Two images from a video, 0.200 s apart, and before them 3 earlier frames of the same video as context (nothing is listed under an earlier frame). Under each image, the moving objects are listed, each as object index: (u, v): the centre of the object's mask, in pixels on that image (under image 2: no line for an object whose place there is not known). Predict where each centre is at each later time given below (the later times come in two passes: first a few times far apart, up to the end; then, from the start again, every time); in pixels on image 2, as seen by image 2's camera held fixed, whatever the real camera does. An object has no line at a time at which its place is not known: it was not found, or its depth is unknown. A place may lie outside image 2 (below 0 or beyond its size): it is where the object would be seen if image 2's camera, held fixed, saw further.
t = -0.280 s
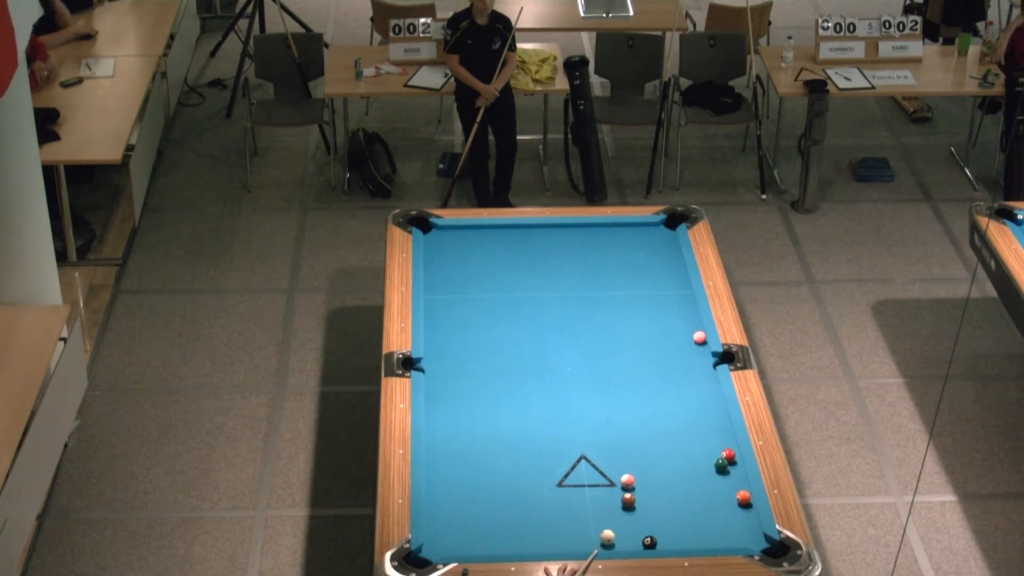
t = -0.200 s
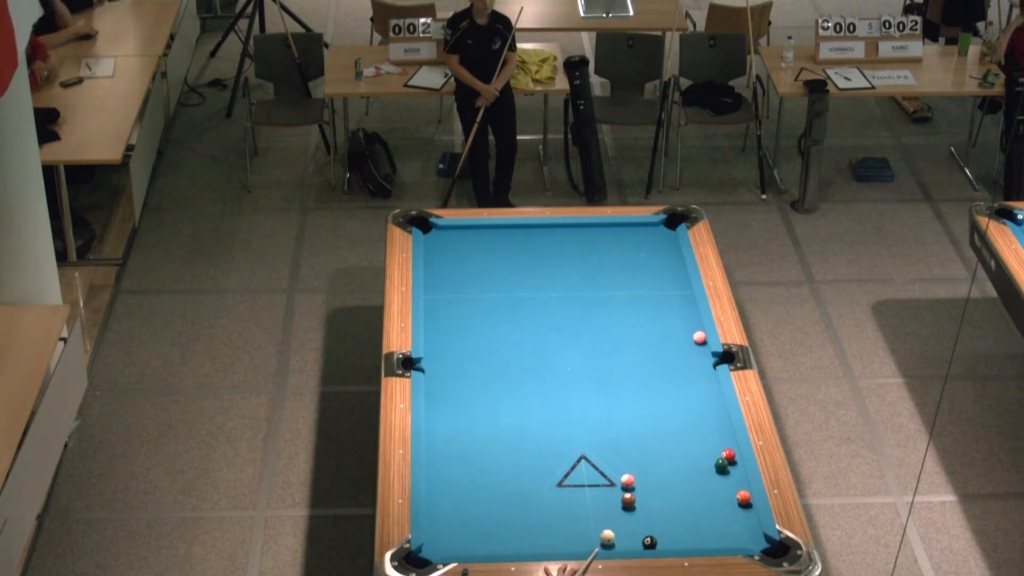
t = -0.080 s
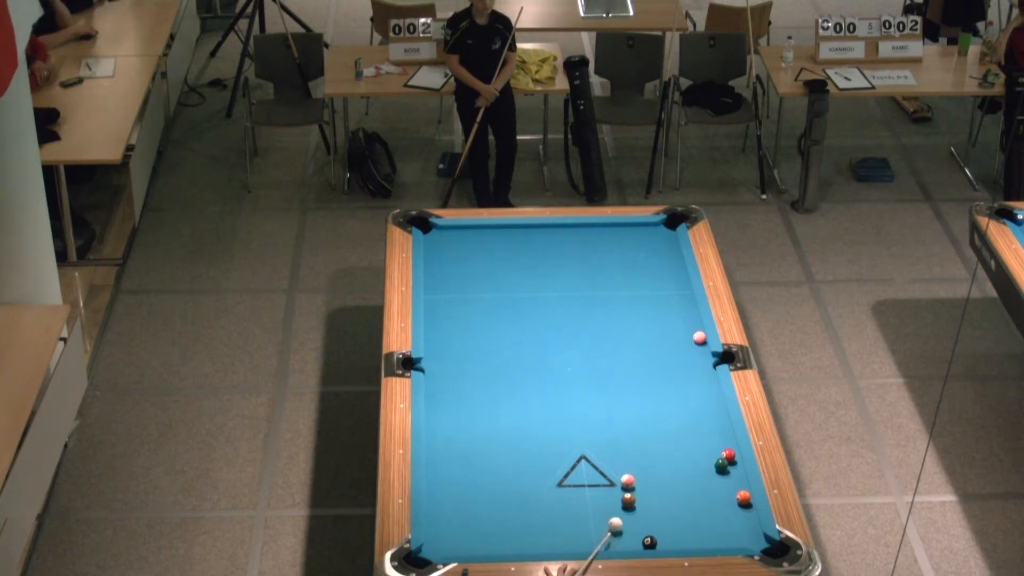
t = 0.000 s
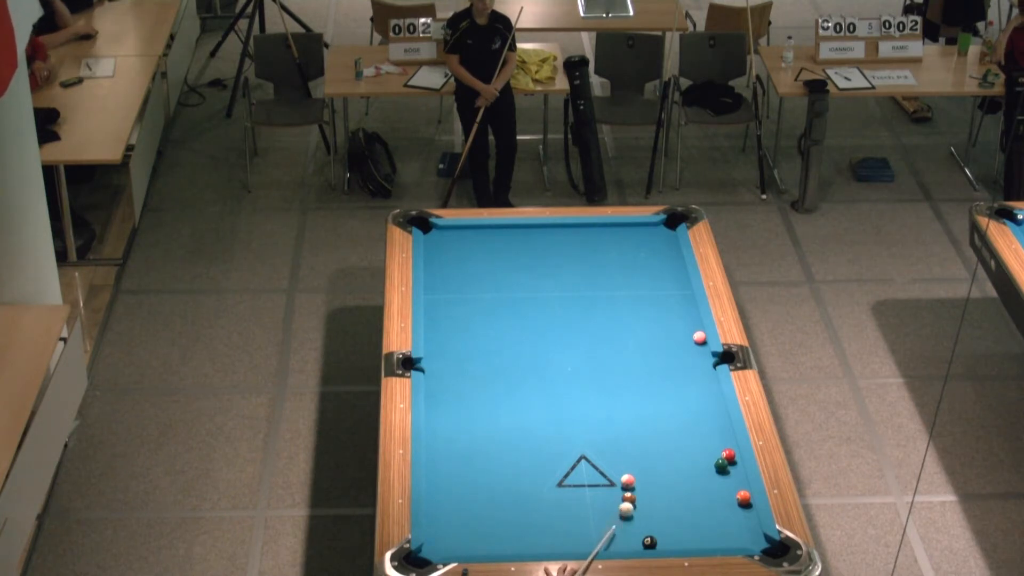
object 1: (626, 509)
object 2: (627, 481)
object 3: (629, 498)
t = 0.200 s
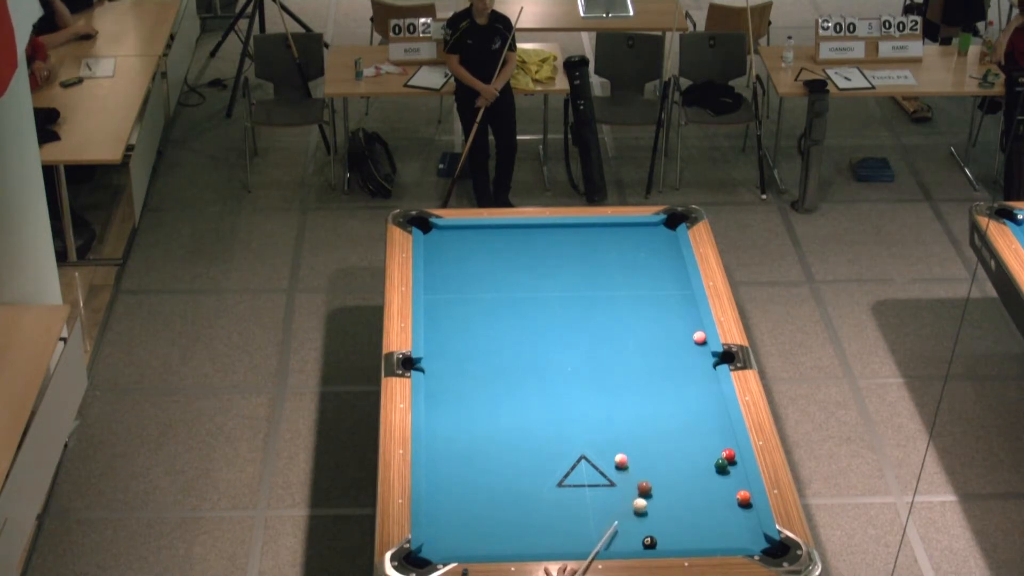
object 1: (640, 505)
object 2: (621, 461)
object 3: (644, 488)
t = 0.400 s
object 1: (654, 498)
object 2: (615, 439)
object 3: (659, 485)
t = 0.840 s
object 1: (682, 488)
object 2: (602, 398)
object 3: (690, 478)
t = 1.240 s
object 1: (702, 482)
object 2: (591, 364)
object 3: (713, 471)
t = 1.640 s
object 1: (717, 480)
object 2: (582, 334)
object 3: (725, 471)
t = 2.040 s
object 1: (726, 480)
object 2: (574, 308)
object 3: (733, 472)
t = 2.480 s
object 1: (731, 480)
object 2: (566, 281)
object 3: (739, 472)
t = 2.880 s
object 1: (733, 481)
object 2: (560, 261)
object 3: (739, 471)
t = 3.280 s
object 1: (733, 481)
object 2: (555, 242)
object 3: (739, 472)
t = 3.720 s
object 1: (733, 481)
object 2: (551, 229)
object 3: (739, 472)
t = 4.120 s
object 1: (733, 481)
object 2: (551, 237)
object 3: (739, 472)
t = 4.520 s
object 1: (733, 481)
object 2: (551, 243)
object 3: (739, 472)
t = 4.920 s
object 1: (733, 481)
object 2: (551, 249)
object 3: (739, 472)
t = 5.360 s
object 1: (733, 481)
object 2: (552, 254)
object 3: (739, 472)
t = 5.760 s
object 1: (733, 481)
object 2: (553, 258)
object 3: (739, 472)
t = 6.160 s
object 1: (733, 481)
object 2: (554, 259)
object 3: (739, 472)
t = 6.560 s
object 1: (733, 481)
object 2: (554, 260)
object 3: (739, 472)
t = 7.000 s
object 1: (733, 481)
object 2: (554, 260)
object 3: (739, 472)
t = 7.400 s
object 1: (733, 481)
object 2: (554, 260)
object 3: (739, 472)
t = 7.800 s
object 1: (733, 481)
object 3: (739, 472)
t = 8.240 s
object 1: (733, 481)
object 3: (739, 472)
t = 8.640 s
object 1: (733, 481)
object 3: (739, 472)
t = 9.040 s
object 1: (733, 481)
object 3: (739, 472)
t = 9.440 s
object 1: (733, 481)
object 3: (739, 472)
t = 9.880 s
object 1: (733, 481)
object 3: (739, 472)
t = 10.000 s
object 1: (733, 481)
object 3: (739, 472)
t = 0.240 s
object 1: (643, 504)
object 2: (620, 456)
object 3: (647, 488)
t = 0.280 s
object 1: (646, 502)
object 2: (619, 452)
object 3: (650, 488)
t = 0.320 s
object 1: (649, 501)
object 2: (617, 448)
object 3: (653, 487)
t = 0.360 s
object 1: (652, 500)
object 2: (616, 443)
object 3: (656, 486)
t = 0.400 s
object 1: (654, 498)
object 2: (615, 439)
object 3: (659, 485)
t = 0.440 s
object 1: (657, 497)
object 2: (613, 435)
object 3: (662, 485)
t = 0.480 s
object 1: (660, 495)
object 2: (612, 431)
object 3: (665, 484)
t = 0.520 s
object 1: (663, 494)
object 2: (611, 427)
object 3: (668, 483)
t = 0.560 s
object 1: (665, 493)
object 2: (610, 423)
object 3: (671, 483)
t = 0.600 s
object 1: (668, 492)
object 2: (608, 419)
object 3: (673, 482)
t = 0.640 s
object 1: (670, 491)
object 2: (607, 416)
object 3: (676, 481)
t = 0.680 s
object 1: (673, 491)
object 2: (606, 412)
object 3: (679, 480)
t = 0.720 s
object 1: (675, 490)
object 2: (605, 408)
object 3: (682, 480)
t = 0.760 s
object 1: (677, 490)
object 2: (604, 404)
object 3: (684, 479)
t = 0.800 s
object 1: (680, 489)
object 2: (603, 401)
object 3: (687, 478)
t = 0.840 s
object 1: (682, 488)
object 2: (602, 398)
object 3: (690, 478)
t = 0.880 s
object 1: (684, 488)
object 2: (601, 394)
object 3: (692, 477)
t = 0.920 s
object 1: (686, 487)
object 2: (599, 390)
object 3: (695, 476)
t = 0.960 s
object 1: (688, 486)
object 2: (598, 387)
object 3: (697, 475)
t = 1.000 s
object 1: (690, 486)
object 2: (597, 383)
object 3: (700, 475)
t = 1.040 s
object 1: (692, 485)
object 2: (596, 380)
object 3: (702, 474)
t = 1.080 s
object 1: (694, 485)
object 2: (595, 377)
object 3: (705, 473)
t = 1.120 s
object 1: (696, 484)
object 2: (594, 374)
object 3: (708, 473)
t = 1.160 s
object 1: (698, 483)
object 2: (593, 370)
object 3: (710, 472)
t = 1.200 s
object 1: (700, 483)
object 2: (592, 367)
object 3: (712, 471)
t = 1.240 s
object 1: (702, 482)
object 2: (591, 364)
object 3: (713, 471)
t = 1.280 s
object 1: (704, 482)
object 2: (590, 361)
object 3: (714, 472)
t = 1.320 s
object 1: (706, 481)
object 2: (590, 358)
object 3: (716, 472)
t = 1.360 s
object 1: (708, 481)
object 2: (589, 354)
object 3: (717, 471)
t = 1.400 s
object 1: (709, 480)
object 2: (588, 352)
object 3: (718, 471)
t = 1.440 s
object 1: (711, 480)
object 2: (587, 349)
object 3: (719, 471)
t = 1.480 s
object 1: (713, 480)
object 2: (586, 345)
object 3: (720, 471)
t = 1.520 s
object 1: (714, 480)
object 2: (585, 343)
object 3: (721, 471)
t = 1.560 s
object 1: (715, 480)
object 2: (584, 340)
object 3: (723, 471)
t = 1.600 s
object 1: (716, 480)
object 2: (583, 337)
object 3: (724, 471)
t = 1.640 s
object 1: (717, 480)
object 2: (582, 334)
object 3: (725, 471)
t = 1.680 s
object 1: (718, 480)
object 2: (581, 331)
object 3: (726, 470)
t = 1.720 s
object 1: (719, 480)
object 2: (581, 329)
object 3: (727, 471)
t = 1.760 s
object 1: (720, 480)
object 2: (580, 326)
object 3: (728, 471)
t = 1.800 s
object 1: (721, 480)
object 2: (579, 323)
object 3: (728, 471)
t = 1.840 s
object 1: (722, 479)
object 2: (578, 320)
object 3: (729, 471)
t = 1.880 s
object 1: (723, 479)
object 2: (577, 318)
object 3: (731, 471)
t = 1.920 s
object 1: (724, 480)
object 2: (576, 315)
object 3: (731, 471)
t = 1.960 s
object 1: (724, 480)
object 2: (575, 312)
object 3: (732, 471)
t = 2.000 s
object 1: (725, 480)
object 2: (575, 310)
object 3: (733, 472)
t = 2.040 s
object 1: (726, 480)
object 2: (574, 308)
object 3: (733, 472)
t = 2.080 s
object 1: (726, 479)
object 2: (573, 305)
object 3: (734, 471)
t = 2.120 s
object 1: (727, 480)
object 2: (572, 303)
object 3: (734, 472)
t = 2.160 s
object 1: (728, 480)
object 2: (572, 300)
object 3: (735, 472)
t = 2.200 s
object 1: (728, 480)
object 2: (571, 298)
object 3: (736, 472)
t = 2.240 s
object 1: (729, 480)
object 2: (570, 295)
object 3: (736, 472)
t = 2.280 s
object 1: (729, 480)
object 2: (570, 293)
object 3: (737, 472)
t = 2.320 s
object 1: (730, 480)
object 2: (569, 291)
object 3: (737, 472)
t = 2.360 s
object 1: (730, 480)
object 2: (568, 288)
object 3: (737, 472)
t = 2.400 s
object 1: (731, 480)
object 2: (567, 286)
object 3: (738, 472)
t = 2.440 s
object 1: (731, 480)
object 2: (567, 284)
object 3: (738, 472)
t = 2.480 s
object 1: (731, 480)
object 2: (566, 281)
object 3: (739, 472)
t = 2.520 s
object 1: (732, 480)
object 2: (566, 279)
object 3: (739, 472)
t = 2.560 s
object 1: (732, 481)
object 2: (565, 277)
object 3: (739, 472)
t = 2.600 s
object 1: (732, 480)
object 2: (565, 275)
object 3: (739, 472)
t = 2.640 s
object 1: (732, 480)
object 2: (564, 273)
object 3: (739, 472)
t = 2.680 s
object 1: (733, 481)
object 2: (563, 271)
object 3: (739, 472)
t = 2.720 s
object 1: (733, 481)
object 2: (563, 269)
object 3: (739, 472)
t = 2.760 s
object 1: (733, 481)
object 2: (562, 267)
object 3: (739, 471)
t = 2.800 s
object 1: (733, 481)
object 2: (562, 265)
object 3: (739, 471)
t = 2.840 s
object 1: (733, 481)
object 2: (561, 263)
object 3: (739, 471)
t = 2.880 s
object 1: (733, 481)
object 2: (560, 261)
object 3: (739, 471)
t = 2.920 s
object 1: (733, 481)
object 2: (560, 259)
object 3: (739, 471)
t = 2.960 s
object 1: (733, 481)
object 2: (559, 257)
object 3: (739, 472)
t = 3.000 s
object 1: (733, 481)
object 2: (559, 255)
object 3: (739, 471)
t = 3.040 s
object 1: (733, 481)
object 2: (558, 253)
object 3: (739, 471)
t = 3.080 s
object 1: (733, 481)
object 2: (558, 251)
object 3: (739, 471)
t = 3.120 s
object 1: (733, 481)
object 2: (557, 249)
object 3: (739, 472)
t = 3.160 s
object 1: (733, 481)
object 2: (557, 247)
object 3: (739, 472)
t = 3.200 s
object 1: (733, 481)
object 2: (556, 246)
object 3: (739, 471)
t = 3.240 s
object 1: (733, 481)
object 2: (556, 244)
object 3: (739, 471)
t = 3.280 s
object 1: (733, 481)
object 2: (555, 242)
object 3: (739, 472)
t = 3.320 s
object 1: (733, 481)
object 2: (555, 240)
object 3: (739, 471)
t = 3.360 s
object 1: (733, 481)
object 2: (554, 239)
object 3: (739, 471)
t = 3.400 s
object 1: (733, 481)
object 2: (554, 237)
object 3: (739, 472)
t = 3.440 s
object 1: (733, 481)
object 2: (554, 235)
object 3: (739, 472)
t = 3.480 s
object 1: (733, 481)
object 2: (553, 234)
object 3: (739, 472)
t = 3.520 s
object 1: (733, 481)
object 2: (552, 232)
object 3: (739, 471)
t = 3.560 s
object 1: (733, 481)
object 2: (552, 230)
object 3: (738, 472)
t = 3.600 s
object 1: (733, 481)
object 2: (551, 229)
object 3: (739, 471)
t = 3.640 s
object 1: (733, 481)
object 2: (551, 227)
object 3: (739, 472)
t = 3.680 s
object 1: (733, 481)
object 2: (551, 228)
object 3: (739, 472)
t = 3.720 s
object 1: (733, 481)
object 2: (551, 229)
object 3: (739, 472)
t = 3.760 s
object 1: (733, 481)
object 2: (551, 229)
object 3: (739, 472)
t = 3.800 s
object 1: (733, 481)
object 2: (551, 230)
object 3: (739, 472)
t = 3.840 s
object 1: (733, 481)
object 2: (551, 231)
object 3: (739, 472)
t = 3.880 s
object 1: (733, 481)
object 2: (551, 232)
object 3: (739, 472)
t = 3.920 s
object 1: (733, 481)
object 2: (551, 232)
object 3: (739, 472)
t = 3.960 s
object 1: (733, 481)
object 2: (551, 233)
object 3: (739, 471)
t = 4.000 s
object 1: (733, 481)
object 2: (551, 234)
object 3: (739, 472)
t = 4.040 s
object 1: (733, 481)
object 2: (551, 235)
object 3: (739, 472)
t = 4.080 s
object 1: (733, 481)
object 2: (551, 236)
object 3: (739, 472)
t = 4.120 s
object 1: (733, 481)
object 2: (551, 237)
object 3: (739, 472)
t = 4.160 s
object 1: (733, 481)
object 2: (551, 237)
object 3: (739, 471)
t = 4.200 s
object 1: (733, 481)
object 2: (551, 238)
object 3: (739, 472)
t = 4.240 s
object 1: (733, 481)
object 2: (551, 239)
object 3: (739, 472)
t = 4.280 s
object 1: (733, 481)
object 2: (551, 240)
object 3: (739, 472)
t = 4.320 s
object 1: (733, 481)
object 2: (551, 240)
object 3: (739, 471)
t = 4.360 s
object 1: (733, 481)
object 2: (551, 241)
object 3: (739, 472)
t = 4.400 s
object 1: (733, 481)
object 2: (551, 242)
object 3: (739, 472)
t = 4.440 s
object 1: (733, 481)
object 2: (551, 242)
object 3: (739, 472)
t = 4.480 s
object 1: (733, 481)
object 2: (551, 243)
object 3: (739, 472)
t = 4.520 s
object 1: (733, 481)
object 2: (551, 243)
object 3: (739, 472)
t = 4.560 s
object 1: (733, 481)
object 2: (551, 244)
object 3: (739, 472)
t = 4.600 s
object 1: (733, 481)
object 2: (551, 245)
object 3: (739, 472)
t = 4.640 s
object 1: (733, 481)
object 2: (551, 245)
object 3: (739, 472)
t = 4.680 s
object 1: (733, 481)
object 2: (551, 246)
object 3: (739, 472)
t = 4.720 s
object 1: (733, 481)
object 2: (551, 247)
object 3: (739, 472)
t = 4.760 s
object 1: (733, 481)
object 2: (551, 247)
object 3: (739, 472)
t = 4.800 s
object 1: (733, 481)
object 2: (551, 248)
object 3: (739, 472)
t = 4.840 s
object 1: (733, 481)
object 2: (551, 248)
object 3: (739, 472)
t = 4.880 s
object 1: (733, 481)
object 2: (551, 249)
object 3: (739, 472)
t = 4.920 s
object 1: (733, 481)
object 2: (551, 249)
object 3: (739, 472)
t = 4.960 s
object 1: (733, 481)
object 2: (551, 250)
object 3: (739, 472)
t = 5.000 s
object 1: (733, 481)
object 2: (551, 250)
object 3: (739, 472)
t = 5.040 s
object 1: (733, 481)
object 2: (551, 251)
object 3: (739, 472)
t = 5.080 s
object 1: (733, 481)
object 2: (551, 251)
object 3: (739, 472)
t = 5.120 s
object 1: (733, 481)
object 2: (551, 252)
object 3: (739, 472)
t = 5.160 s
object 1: (733, 481)
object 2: (551, 252)
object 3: (739, 472)
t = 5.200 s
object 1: (733, 481)
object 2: (551, 253)
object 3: (739, 472)
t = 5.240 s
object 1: (733, 481)
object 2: (551, 253)
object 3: (739, 472)
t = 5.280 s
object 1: (733, 481)
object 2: (552, 254)
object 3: (739, 472)
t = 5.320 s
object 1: (733, 481)
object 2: (552, 254)
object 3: (739, 472)
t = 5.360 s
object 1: (733, 481)
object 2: (552, 254)
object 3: (739, 472)
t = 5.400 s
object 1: (733, 481)
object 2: (552, 255)
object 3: (739, 472)
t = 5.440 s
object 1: (733, 481)
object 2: (552, 255)
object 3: (739, 472)
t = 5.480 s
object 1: (733, 481)
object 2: (552, 255)
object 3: (739, 472)
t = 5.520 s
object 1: (733, 481)
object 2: (552, 256)
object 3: (739, 472)
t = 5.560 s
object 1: (733, 481)
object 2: (552, 256)
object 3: (739, 472)
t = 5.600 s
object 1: (733, 481)
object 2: (552, 256)
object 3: (739, 472)
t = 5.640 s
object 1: (733, 481)
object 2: (552, 257)
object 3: (739, 472)
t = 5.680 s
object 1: (733, 481)
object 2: (552, 257)
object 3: (739, 472)
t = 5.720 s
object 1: (733, 481)
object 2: (553, 257)
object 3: (739, 472)
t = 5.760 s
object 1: (733, 481)
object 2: (553, 258)
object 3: (739, 472)
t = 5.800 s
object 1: (733, 481)
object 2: (553, 258)
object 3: (739, 472)
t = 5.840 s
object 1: (733, 481)
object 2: (553, 258)
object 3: (739, 472)
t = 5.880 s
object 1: (733, 481)
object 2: (553, 258)
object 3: (739, 472)
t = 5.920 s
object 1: (733, 481)
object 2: (553, 258)
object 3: (739, 472)
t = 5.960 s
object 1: (733, 481)
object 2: (553, 259)
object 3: (739, 472)
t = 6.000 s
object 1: (733, 481)
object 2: (554, 259)
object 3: (739, 472)
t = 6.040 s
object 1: (733, 481)
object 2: (554, 259)
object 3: (739, 472)
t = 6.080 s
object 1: (733, 481)
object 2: (554, 259)
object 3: (739, 472)
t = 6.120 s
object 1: (733, 481)
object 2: (554, 259)
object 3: (739, 472)
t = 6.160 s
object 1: (733, 481)
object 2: (554, 259)
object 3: (739, 472)
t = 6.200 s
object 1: (733, 481)
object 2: (554, 259)
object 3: (739, 472)
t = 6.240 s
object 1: (733, 481)
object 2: (554, 260)
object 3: (739, 472)
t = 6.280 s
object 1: (733, 481)
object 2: (554, 260)
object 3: (739, 472)
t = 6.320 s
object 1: (733, 481)
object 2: (554, 260)
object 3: (739, 472)
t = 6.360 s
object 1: (733, 481)
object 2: (554, 260)
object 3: (739, 472)
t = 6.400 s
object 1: (733, 481)
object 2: (554, 260)
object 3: (739, 472)
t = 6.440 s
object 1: (733, 481)
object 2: (554, 260)
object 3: (739, 472)
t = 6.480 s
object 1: (733, 481)
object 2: (554, 260)
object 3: (739, 472)
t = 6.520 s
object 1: (733, 481)
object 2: (554, 260)
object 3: (739, 472)
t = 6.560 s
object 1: (733, 481)
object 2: (554, 260)
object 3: (739, 472)
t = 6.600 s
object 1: (733, 481)
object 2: (554, 260)
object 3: (739, 472)
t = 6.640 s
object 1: (733, 481)
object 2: (554, 260)
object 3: (739, 472)
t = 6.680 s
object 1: (733, 481)
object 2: (554, 260)
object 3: (739, 472)
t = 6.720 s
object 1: (733, 481)
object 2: (554, 260)
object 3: (739, 472)
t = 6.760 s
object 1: (733, 481)
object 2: (554, 260)
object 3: (739, 472)
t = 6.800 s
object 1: (733, 481)
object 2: (554, 260)
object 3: (739, 472)
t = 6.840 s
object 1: (733, 481)
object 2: (554, 260)
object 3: (739, 472)
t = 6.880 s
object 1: (733, 481)
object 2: (554, 260)
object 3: (739, 472)
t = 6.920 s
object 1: (733, 481)
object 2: (554, 260)
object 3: (739, 472)
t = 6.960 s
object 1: (733, 481)
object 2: (554, 260)
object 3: (739, 472)
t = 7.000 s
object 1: (733, 481)
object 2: (554, 260)
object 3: (739, 472)
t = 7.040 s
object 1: (733, 481)
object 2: (554, 260)
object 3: (739, 472)
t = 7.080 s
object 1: (733, 481)
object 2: (554, 260)
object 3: (739, 472)
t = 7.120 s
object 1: (733, 481)
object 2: (554, 260)
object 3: (739, 472)
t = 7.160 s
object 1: (733, 481)
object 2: (554, 260)
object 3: (739, 472)
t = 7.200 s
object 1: (733, 481)
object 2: (554, 260)
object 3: (739, 472)
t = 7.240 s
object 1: (733, 481)
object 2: (554, 260)
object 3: (739, 472)
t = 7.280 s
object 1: (733, 481)
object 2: (554, 260)
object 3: (739, 472)
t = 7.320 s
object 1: (733, 481)
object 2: (554, 260)
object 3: (739, 472)
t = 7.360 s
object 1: (733, 481)
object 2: (554, 260)
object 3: (739, 472)
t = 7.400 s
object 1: (733, 481)
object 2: (554, 260)
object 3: (739, 472)
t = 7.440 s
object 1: (733, 481)
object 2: (554, 260)
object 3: (739, 472)
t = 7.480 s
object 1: (733, 481)
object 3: (739, 472)
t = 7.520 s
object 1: (733, 481)
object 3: (739, 472)
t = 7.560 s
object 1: (733, 481)
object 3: (739, 472)
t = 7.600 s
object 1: (733, 481)
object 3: (739, 471)
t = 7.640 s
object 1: (733, 481)
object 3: (739, 472)
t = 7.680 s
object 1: (733, 481)
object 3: (739, 472)
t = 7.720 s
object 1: (733, 481)
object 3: (739, 471)
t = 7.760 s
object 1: (733, 481)
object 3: (739, 472)
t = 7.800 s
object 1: (733, 481)
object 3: (739, 472)
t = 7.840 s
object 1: (733, 481)
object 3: (739, 472)
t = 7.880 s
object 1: (733, 481)
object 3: (739, 472)
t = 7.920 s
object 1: (733, 481)
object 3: (739, 472)
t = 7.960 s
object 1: (733, 481)
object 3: (739, 472)
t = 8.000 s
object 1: (733, 481)
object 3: (739, 472)
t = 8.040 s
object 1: (733, 481)
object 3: (739, 472)
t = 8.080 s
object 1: (733, 481)
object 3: (739, 472)
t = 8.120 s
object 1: (733, 481)
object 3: (739, 472)
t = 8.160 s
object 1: (733, 481)
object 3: (739, 472)
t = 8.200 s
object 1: (733, 481)
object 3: (739, 472)
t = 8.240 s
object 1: (733, 481)
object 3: (739, 472)
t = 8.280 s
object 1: (733, 481)
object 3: (739, 472)
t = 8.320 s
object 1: (733, 481)
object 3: (739, 472)
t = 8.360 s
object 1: (733, 481)
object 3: (739, 472)
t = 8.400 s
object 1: (733, 481)
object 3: (739, 472)
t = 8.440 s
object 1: (733, 481)
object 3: (739, 472)
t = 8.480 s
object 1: (733, 481)
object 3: (739, 472)
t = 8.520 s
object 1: (733, 481)
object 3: (739, 472)
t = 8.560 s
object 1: (733, 481)
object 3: (739, 472)
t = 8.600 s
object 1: (733, 481)
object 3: (739, 472)
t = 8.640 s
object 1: (733, 481)
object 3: (739, 472)
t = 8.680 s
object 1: (733, 481)
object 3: (739, 472)
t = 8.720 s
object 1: (733, 481)
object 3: (739, 472)
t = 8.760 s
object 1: (733, 481)
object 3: (739, 472)
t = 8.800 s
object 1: (733, 481)
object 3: (739, 472)
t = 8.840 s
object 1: (733, 481)
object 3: (739, 472)
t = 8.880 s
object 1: (733, 481)
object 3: (739, 472)
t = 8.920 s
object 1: (733, 481)
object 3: (739, 472)
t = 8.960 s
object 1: (733, 481)
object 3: (739, 472)
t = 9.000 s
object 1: (733, 481)
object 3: (739, 472)
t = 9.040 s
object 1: (733, 481)
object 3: (739, 472)
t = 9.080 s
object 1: (733, 481)
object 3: (739, 472)
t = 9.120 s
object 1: (733, 481)
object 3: (739, 472)
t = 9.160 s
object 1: (733, 481)
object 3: (739, 472)
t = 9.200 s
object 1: (733, 481)
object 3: (739, 472)
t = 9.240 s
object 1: (733, 481)
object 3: (739, 472)
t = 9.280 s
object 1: (733, 481)
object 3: (739, 472)
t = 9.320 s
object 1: (733, 481)
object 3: (739, 472)
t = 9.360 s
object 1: (733, 481)
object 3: (739, 472)
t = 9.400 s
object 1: (733, 481)
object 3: (739, 472)
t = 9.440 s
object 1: (733, 481)
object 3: (739, 472)
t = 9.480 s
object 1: (733, 481)
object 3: (739, 472)
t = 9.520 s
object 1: (733, 481)
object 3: (739, 472)
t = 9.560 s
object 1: (733, 481)
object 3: (739, 472)
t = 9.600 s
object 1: (733, 481)
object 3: (739, 472)
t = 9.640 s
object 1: (733, 481)
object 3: (739, 472)
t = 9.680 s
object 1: (733, 481)
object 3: (739, 472)
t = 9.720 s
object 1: (733, 481)
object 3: (739, 472)
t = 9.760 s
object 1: (733, 481)
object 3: (739, 472)
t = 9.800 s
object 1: (733, 481)
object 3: (739, 472)
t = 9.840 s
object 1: (733, 481)
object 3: (739, 472)
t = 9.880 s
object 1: (733, 481)
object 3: (739, 472)
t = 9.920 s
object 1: (733, 481)
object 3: (739, 472)
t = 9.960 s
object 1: (733, 481)
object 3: (739, 472)
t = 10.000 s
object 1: (733, 481)
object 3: (739, 472)
